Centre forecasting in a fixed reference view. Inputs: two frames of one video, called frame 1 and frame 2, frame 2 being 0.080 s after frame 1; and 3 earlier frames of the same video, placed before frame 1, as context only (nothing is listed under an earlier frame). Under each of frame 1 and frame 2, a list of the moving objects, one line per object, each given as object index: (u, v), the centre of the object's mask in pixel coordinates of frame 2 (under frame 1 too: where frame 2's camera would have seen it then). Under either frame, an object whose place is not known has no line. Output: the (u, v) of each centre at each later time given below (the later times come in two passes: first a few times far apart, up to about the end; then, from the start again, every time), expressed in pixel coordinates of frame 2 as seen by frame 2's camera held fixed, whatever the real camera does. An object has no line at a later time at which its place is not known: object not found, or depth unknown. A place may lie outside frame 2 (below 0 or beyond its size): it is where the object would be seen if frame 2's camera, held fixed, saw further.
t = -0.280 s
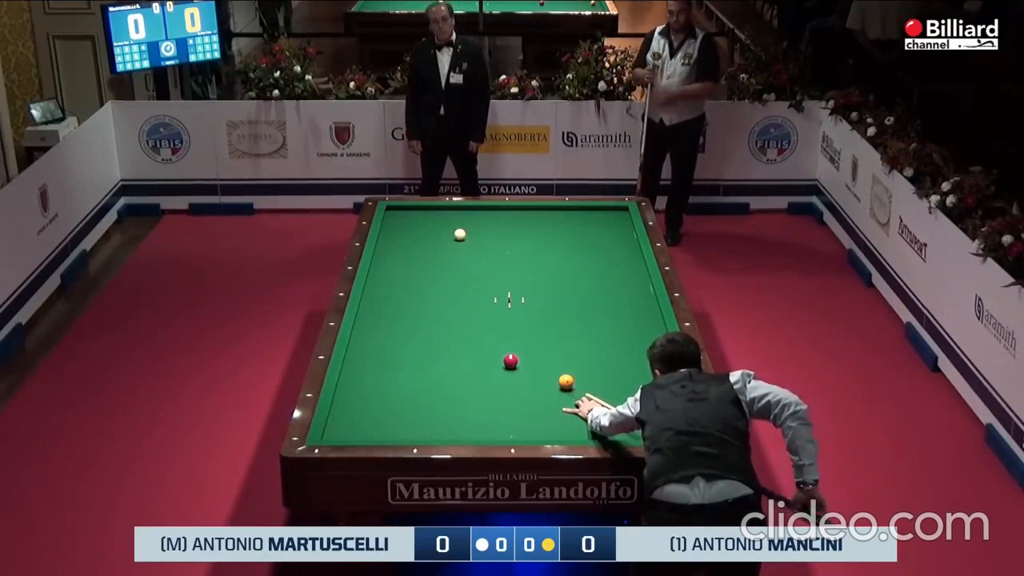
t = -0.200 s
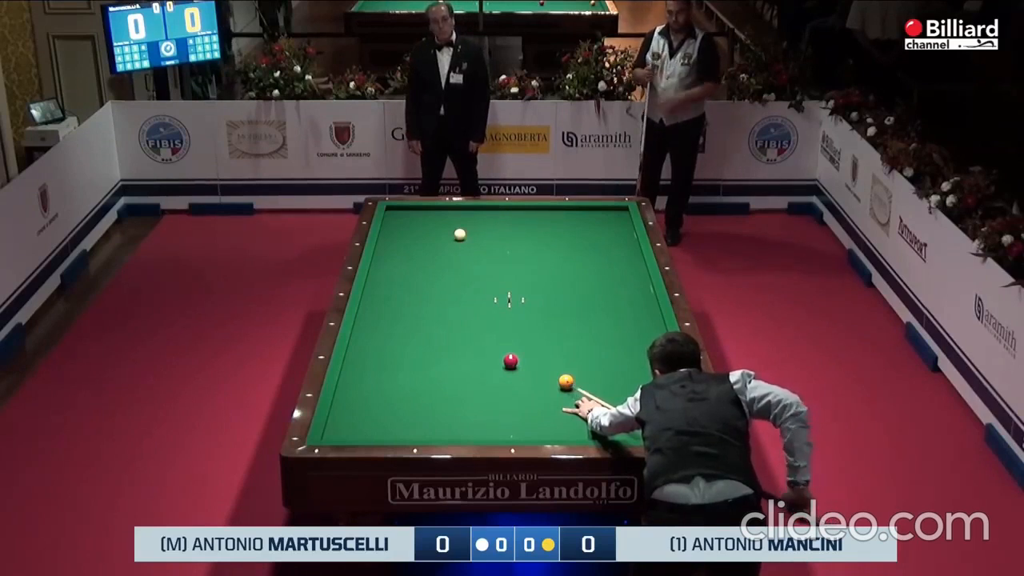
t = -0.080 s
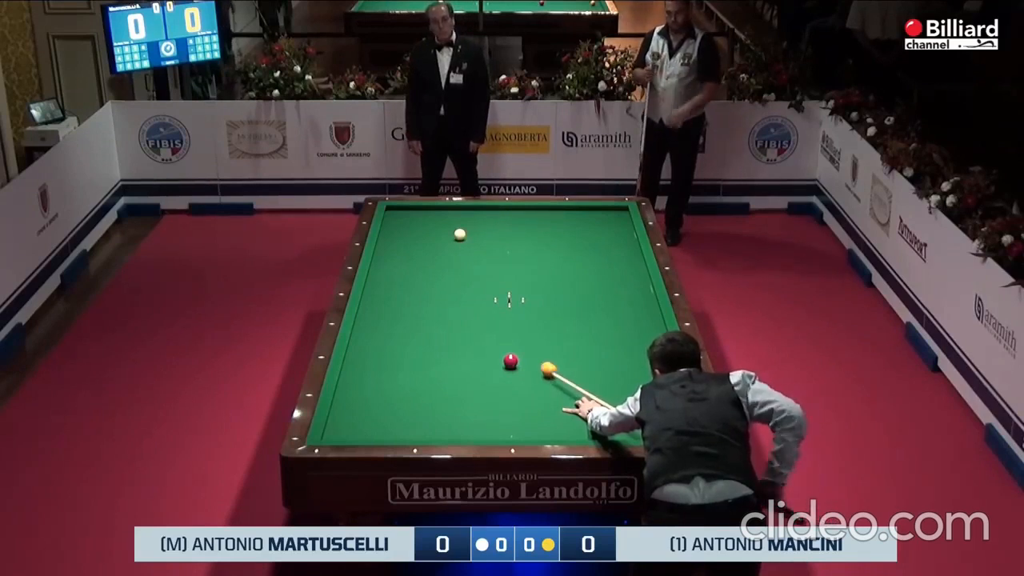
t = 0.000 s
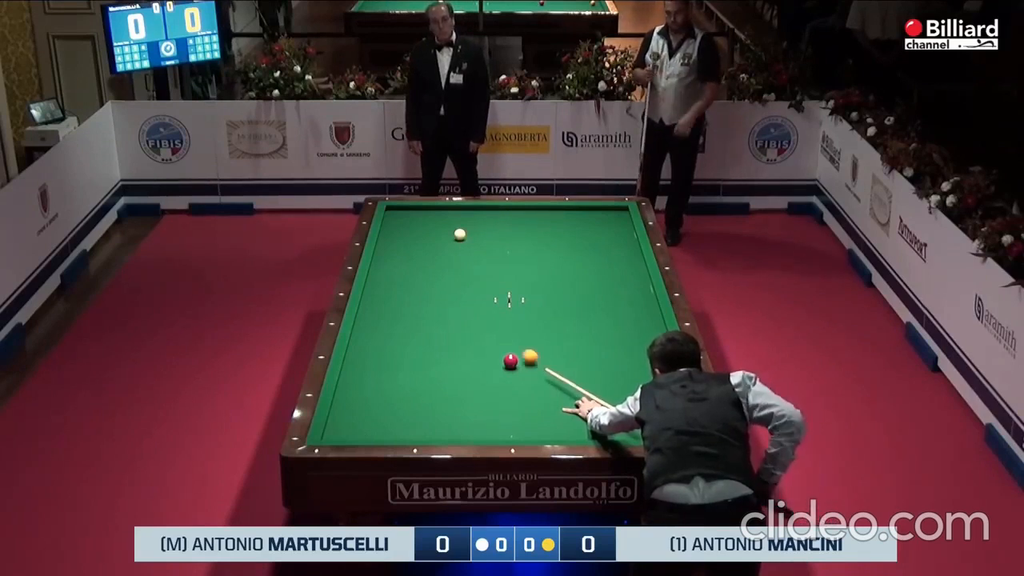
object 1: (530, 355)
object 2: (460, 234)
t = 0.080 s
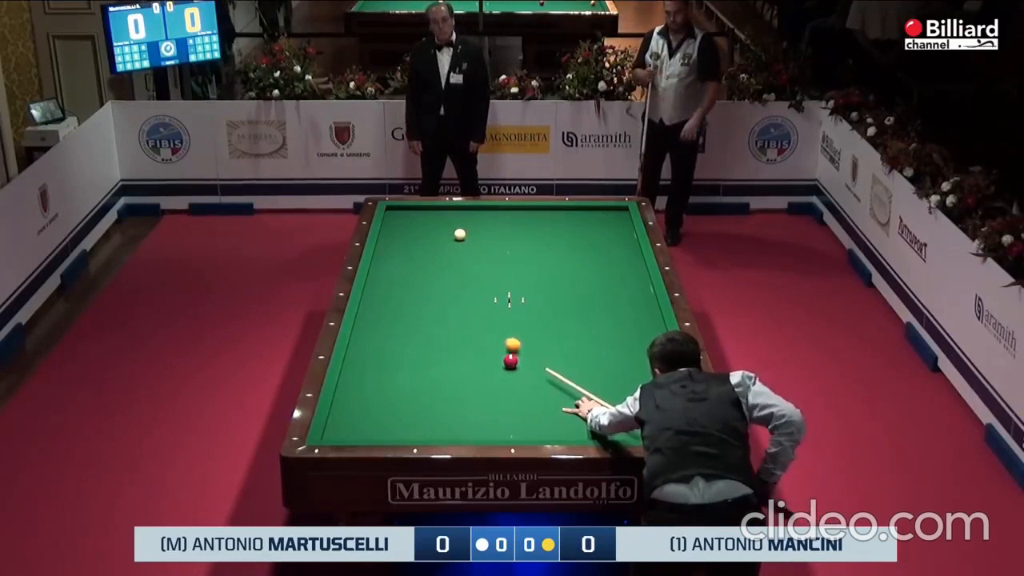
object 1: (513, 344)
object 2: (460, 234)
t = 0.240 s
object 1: (480, 322)
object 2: (460, 234)
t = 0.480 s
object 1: (437, 293)
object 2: (460, 234)
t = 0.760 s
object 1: (393, 263)
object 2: (460, 234)
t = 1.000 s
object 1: (398, 243)
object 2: (460, 234)
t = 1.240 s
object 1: (421, 227)
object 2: (460, 234)
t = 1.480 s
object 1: (440, 212)
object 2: (460, 234)
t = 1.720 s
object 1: (449, 215)
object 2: (460, 234)
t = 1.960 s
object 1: (455, 223)
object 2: (460, 234)
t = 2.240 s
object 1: (461, 229)
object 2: (460, 236)
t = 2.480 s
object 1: (466, 233)
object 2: (460, 242)
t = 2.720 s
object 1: (470, 235)
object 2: (461, 247)
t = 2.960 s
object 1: (475, 237)
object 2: (461, 253)
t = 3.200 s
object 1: (480, 238)
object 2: (462, 258)
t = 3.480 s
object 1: (484, 240)
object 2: (462, 264)
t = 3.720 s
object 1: (488, 241)
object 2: (463, 270)
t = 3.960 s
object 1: (492, 242)
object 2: (464, 275)
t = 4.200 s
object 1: (495, 244)
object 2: (464, 280)
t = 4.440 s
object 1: (498, 245)
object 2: (465, 285)
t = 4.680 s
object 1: (500, 246)
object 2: (466, 290)
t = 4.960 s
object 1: (503, 247)
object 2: (467, 296)
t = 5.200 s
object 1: (505, 247)
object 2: (468, 301)
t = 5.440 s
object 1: (506, 248)
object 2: (468, 305)
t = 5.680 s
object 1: (508, 248)
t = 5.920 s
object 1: (509, 248)
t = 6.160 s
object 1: (510, 248)
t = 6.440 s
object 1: (511, 248)
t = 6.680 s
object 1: (511, 248)
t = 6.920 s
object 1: (511, 249)
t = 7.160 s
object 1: (511, 248)
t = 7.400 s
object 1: (511, 249)
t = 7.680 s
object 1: (511, 248)
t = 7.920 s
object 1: (511, 248)
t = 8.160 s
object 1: (511, 248)
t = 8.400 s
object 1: (511, 248)
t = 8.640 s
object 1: (511, 248)
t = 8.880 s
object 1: (511, 248)
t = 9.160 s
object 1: (511, 248)
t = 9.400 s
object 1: (511, 248)
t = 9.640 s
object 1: (511, 248)
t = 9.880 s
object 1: (511, 248)
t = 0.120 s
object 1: (505, 338)
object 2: (460, 234)
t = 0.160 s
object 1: (496, 333)
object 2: (460, 234)
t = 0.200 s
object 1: (488, 328)
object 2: (460, 234)
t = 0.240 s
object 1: (480, 322)
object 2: (460, 234)
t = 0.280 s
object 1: (473, 317)
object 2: (460, 234)
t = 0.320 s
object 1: (466, 312)
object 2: (460, 234)
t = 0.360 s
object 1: (458, 307)
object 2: (460, 234)
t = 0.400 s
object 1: (451, 302)
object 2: (460, 234)
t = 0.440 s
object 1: (444, 298)
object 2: (460, 234)
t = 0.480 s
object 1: (437, 293)
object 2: (460, 234)
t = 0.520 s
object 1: (430, 289)
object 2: (460, 234)
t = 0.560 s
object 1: (424, 284)
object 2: (460, 234)
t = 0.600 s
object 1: (417, 280)
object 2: (460, 234)
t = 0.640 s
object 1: (411, 276)
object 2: (460, 234)
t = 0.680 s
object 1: (405, 272)
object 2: (460, 234)
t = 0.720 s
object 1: (399, 267)
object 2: (460, 234)
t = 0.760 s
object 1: (393, 263)
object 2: (460, 234)
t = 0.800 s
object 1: (387, 259)
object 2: (460, 234)
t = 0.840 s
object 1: (381, 255)
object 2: (460, 234)
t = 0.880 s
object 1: (381, 252)
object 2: (460, 234)
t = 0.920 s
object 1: (387, 249)
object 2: (460, 234)
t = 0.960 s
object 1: (392, 246)
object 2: (460, 234)
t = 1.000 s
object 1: (398, 243)
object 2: (460, 234)
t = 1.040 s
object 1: (403, 241)
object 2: (460, 234)
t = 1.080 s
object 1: (407, 238)
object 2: (460, 234)
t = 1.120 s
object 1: (411, 235)
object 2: (460, 234)
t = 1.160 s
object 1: (414, 232)
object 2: (460, 234)
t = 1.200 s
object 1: (418, 230)
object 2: (460, 234)
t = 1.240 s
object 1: (421, 227)
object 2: (460, 234)
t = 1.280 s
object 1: (424, 224)
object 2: (460, 234)
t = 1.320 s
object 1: (428, 222)
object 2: (460, 234)
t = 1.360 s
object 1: (431, 219)
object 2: (460, 234)
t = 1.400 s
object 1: (434, 216)
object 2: (460, 233)
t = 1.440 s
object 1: (437, 214)
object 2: (460, 234)
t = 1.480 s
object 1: (440, 212)
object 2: (460, 234)
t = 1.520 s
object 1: (443, 209)
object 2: (460, 234)
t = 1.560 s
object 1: (446, 207)
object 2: (460, 234)
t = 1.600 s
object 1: (446, 209)
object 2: (460, 234)
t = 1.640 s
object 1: (447, 211)
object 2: (460, 234)
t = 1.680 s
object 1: (448, 213)
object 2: (460, 234)
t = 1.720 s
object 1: (449, 215)
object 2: (460, 234)
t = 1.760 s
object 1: (450, 216)
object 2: (460, 234)
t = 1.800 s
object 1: (451, 217)
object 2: (460, 234)
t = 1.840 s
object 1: (452, 219)
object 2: (460, 234)
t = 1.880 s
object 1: (453, 220)
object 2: (460, 234)
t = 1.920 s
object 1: (454, 222)
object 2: (460, 234)
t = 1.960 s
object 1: (455, 223)
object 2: (460, 234)
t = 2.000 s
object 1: (455, 224)
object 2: (460, 234)
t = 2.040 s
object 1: (456, 225)
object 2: (460, 234)
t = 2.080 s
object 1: (457, 226)
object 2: (460, 234)
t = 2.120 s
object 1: (458, 226)
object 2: (460, 234)
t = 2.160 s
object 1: (459, 227)
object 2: (460, 234)
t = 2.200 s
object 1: (460, 228)
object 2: (460, 235)
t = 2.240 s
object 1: (461, 229)
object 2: (460, 236)
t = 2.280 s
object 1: (462, 229)
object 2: (460, 237)
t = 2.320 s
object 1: (463, 230)
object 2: (460, 238)
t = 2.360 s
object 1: (464, 231)
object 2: (460, 239)
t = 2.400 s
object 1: (465, 231)
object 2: (460, 240)
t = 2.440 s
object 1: (465, 232)
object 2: (460, 240)
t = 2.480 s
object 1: (466, 233)
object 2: (460, 242)
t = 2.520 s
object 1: (467, 233)
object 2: (460, 242)
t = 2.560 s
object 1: (468, 234)
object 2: (461, 243)
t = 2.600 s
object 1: (468, 234)
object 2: (461, 244)
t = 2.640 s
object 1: (469, 234)
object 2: (461, 245)
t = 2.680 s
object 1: (470, 234)
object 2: (461, 246)
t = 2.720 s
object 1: (470, 235)
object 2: (461, 247)
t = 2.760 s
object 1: (471, 235)
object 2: (461, 248)
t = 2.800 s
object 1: (472, 236)
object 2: (461, 249)
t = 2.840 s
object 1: (473, 236)
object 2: (461, 250)
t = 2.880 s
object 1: (474, 236)
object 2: (461, 251)
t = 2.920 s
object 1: (474, 237)
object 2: (461, 252)
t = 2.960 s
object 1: (475, 237)
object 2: (461, 253)
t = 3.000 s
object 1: (476, 237)
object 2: (462, 254)
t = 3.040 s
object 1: (477, 237)
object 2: (462, 255)
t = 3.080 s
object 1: (477, 237)
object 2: (462, 255)
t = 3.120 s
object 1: (478, 238)
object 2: (462, 256)
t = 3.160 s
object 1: (479, 238)
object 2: (462, 257)
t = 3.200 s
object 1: (480, 238)
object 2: (462, 258)
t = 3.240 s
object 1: (480, 238)
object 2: (462, 259)
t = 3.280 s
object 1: (481, 239)
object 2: (462, 260)
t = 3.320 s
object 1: (482, 239)
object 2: (462, 261)
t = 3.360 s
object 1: (482, 239)
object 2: (462, 262)
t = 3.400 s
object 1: (483, 239)
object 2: (462, 263)
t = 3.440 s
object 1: (484, 240)
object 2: (462, 264)
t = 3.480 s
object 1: (484, 240)
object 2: (462, 264)
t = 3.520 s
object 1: (485, 240)
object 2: (463, 266)
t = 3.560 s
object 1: (485, 240)
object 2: (463, 266)
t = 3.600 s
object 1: (486, 241)
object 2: (463, 267)
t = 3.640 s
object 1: (487, 241)
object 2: (463, 268)
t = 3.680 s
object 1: (487, 241)
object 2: (463, 269)
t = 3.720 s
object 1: (488, 241)
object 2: (463, 270)
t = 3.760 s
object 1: (489, 242)
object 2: (463, 271)
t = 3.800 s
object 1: (489, 242)
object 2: (463, 271)
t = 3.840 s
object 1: (490, 242)
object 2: (463, 272)
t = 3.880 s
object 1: (490, 242)
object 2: (464, 273)
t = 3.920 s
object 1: (491, 242)
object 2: (464, 274)
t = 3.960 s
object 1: (492, 242)
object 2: (464, 275)
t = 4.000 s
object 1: (492, 243)
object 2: (464, 276)
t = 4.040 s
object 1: (492, 243)
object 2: (464, 277)
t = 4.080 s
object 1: (493, 243)
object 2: (464, 278)
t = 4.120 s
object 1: (493, 243)
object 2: (464, 278)
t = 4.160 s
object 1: (494, 244)
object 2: (465, 279)
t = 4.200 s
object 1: (495, 244)
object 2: (464, 280)
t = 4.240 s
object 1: (495, 244)
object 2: (465, 281)
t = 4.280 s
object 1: (496, 244)
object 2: (465, 282)
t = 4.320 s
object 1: (496, 244)
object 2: (465, 283)
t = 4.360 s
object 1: (497, 244)
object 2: (465, 284)
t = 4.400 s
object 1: (497, 245)
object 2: (465, 285)
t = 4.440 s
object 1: (498, 245)
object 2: (465, 285)
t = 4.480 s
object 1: (498, 245)
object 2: (465, 286)
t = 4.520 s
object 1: (498, 245)
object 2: (465, 287)
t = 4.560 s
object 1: (499, 245)
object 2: (466, 288)
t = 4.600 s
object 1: (499, 245)
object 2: (466, 289)
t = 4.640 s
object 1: (499, 245)
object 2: (466, 290)
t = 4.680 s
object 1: (500, 246)
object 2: (466, 290)
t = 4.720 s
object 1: (500, 246)
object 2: (466, 291)
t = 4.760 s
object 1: (501, 246)
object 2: (466, 292)
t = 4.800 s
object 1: (501, 246)
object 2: (466, 293)
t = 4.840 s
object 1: (502, 246)
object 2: (467, 294)
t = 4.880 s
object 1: (502, 246)
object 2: (467, 295)
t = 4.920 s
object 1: (502, 246)
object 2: (467, 295)
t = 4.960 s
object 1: (503, 247)
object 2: (467, 296)
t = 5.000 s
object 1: (503, 247)
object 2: (467, 297)
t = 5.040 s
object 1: (503, 247)
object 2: (467, 298)
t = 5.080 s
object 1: (504, 247)
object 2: (467, 298)
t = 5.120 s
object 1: (504, 247)
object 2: (468, 299)
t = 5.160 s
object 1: (505, 247)
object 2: (468, 300)
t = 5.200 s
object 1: (505, 247)
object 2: (468, 301)
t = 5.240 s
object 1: (505, 247)
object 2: (468, 302)
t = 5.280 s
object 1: (505, 247)
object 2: (468, 302)
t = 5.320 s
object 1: (506, 248)
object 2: (468, 303)
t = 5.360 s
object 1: (506, 248)
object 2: (468, 304)
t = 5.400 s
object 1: (506, 248)
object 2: (468, 305)
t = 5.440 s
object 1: (506, 248)
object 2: (468, 305)
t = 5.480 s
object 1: (507, 248)
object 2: (469, 306)
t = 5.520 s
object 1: (507, 248)
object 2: (469, 307)
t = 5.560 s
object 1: (507, 248)
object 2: (469, 308)
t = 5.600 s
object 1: (508, 248)
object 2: (469, 309)
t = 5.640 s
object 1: (508, 248)
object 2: (469, 309)
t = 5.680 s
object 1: (508, 248)
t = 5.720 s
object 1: (508, 248)
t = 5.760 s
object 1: (508, 248)
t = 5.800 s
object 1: (509, 248)
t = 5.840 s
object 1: (509, 248)
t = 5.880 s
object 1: (509, 248)
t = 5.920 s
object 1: (509, 248)
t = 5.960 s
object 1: (509, 248)
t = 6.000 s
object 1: (510, 248)
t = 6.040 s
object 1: (510, 248)
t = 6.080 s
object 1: (510, 248)
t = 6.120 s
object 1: (510, 248)
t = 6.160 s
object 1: (510, 248)
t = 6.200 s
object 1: (510, 248)
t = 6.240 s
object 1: (510, 248)
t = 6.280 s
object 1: (511, 248)
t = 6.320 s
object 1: (511, 248)
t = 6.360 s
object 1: (511, 248)
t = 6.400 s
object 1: (511, 248)
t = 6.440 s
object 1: (511, 248)
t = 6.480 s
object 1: (511, 248)
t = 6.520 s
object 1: (511, 248)
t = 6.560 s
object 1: (511, 248)
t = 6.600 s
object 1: (511, 248)
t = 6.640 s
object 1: (511, 248)
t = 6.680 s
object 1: (511, 248)
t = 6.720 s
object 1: (511, 248)
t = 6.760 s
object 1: (511, 249)
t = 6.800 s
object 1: (511, 248)
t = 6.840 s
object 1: (511, 249)
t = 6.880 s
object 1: (511, 248)
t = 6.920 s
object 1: (511, 249)
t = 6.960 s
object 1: (511, 249)
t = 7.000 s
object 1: (511, 249)
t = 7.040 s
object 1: (511, 248)
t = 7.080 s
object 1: (511, 249)
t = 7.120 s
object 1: (511, 249)
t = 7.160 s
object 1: (511, 248)
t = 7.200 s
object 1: (511, 249)
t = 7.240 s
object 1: (511, 248)
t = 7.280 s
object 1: (511, 248)
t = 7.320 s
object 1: (511, 248)
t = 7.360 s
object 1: (511, 248)
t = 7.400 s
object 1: (511, 249)
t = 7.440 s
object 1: (511, 248)
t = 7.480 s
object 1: (511, 248)
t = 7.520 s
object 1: (511, 249)
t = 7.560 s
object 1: (511, 248)
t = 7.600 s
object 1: (511, 248)
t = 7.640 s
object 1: (511, 249)
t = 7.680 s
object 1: (511, 248)
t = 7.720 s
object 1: (511, 248)
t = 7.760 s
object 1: (511, 249)
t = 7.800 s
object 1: (511, 249)
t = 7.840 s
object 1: (511, 249)
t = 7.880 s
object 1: (511, 248)
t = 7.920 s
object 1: (511, 248)
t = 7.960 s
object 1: (511, 248)
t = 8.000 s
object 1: (511, 248)
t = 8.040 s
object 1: (511, 249)
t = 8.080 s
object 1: (511, 248)
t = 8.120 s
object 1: (511, 248)
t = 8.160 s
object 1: (511, 248)
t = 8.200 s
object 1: (511, 248)
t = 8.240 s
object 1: (511, 248)
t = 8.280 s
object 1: (511, 248)
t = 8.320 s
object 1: (511, 248)
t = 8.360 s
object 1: (511, 248)
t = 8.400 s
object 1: (511, 248)
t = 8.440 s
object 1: (511, 248)
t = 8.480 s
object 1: (511, 248)
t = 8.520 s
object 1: (511, 248)
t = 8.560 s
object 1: (511, 248)
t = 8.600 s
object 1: (511, 248)
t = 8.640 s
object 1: (511, 248)
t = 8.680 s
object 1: (511, 248)
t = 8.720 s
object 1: (511, 248)
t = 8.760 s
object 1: (511, 248)
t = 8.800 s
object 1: (511, 248)
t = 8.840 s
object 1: (511, 248)
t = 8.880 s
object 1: (511, 248)
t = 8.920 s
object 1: (511, 248)
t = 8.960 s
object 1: (511, 248)
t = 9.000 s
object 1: (511, 248)
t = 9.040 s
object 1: (511, 248)
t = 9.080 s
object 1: (511, 248)
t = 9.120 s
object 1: (511, 248)
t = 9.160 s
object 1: (511, 248)
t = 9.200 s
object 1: (511, 248)
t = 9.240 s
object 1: (511, 248)
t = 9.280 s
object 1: (511, 248)
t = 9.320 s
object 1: (511, 248)
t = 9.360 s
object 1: (511, 248)
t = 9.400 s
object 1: (511, 248)
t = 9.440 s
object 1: (511, 248)
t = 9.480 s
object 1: (511, 248)
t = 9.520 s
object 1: (511, 248)
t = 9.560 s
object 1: (511, 248)
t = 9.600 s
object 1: (511, 248)
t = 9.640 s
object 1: (511, 248)
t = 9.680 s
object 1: (511, 248)
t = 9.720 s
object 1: (511, 248)
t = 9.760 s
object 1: (511, 248)
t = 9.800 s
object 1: (511, 248)
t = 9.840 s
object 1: (511, 248)
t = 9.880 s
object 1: (511, 248)
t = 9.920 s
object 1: (511, 248)
